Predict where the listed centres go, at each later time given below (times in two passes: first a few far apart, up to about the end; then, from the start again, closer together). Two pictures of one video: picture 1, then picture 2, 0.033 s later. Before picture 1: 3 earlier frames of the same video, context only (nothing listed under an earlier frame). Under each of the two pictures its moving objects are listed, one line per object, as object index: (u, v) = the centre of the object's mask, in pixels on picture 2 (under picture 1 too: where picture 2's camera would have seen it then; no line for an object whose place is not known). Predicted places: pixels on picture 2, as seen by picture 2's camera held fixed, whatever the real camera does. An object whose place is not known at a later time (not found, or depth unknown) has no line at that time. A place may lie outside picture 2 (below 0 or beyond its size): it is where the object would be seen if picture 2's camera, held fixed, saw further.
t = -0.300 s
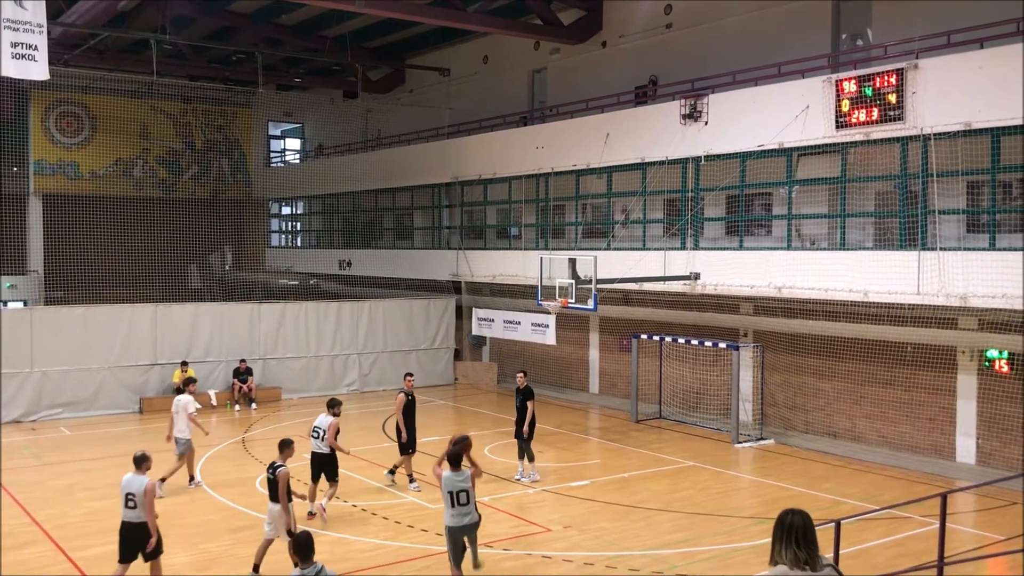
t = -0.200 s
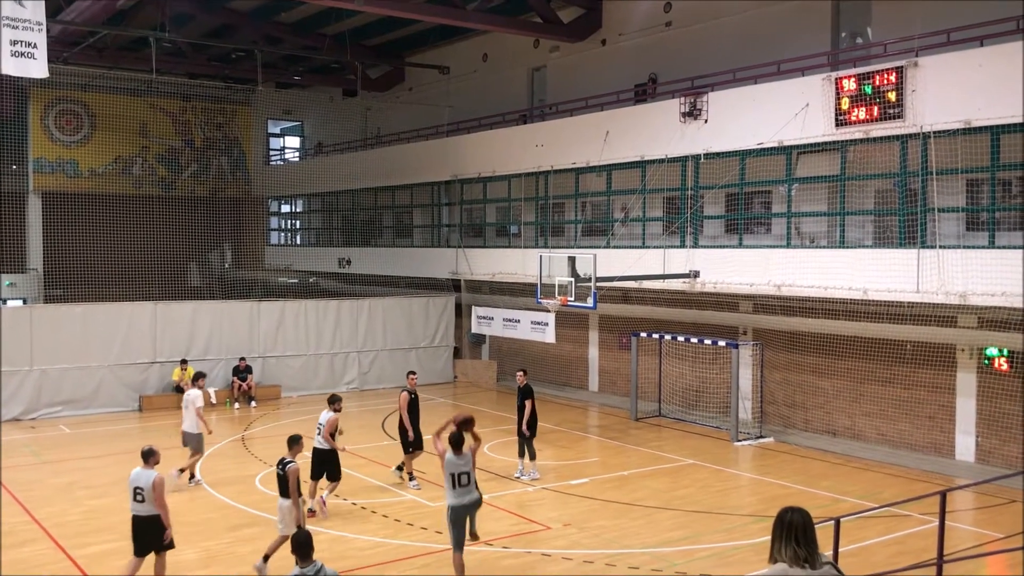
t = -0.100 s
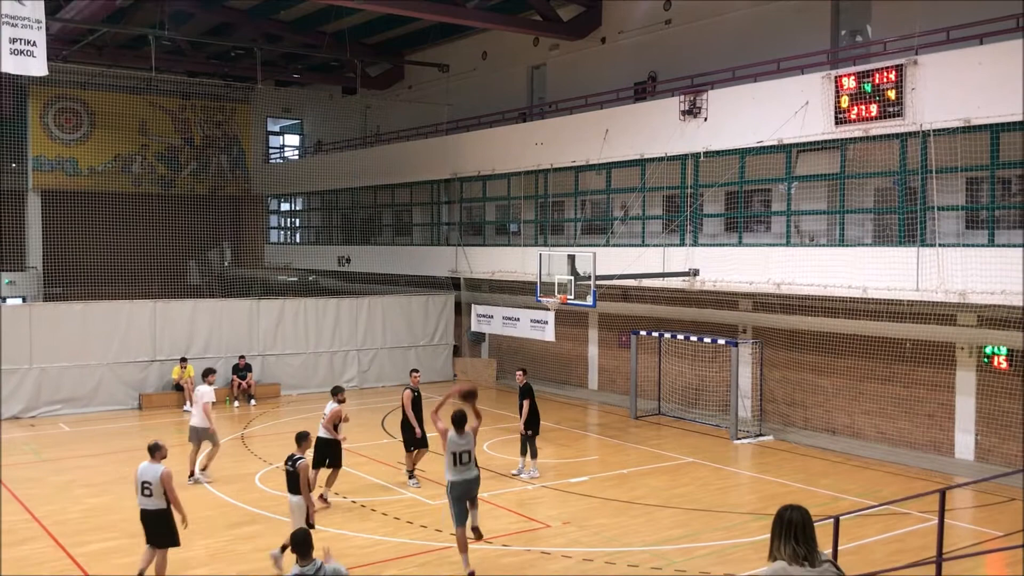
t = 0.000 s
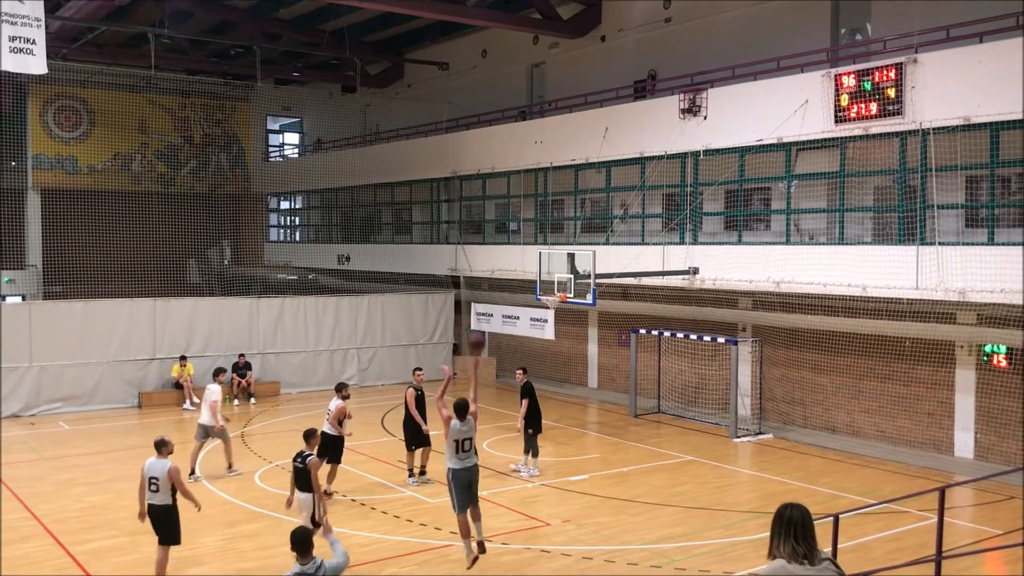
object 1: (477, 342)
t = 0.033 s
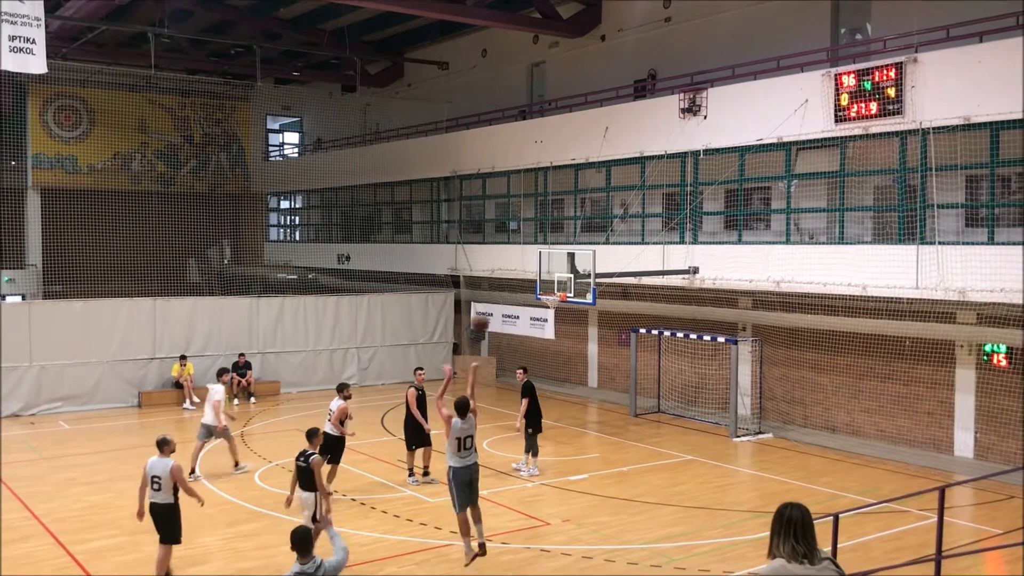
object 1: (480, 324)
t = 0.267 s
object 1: (499, 236)
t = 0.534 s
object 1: (515, 199)
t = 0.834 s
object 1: (531, 212)
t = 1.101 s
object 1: (542, 260)
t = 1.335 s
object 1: (560, 307)
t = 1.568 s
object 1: (582, 349)
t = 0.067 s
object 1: (483, 309)
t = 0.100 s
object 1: (486, 291)
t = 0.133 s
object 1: (488, 277)
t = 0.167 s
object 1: (491, 266)
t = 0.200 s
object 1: (494, 256)
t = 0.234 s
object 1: (496, 247)
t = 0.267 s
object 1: (499, 236)
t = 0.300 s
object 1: (501, 228)
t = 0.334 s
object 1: (504, 222)
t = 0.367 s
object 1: (505, 216)
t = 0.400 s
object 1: (507, 211)
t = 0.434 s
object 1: (509, 207)
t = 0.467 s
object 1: (511, 203)
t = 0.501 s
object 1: (513, 201)
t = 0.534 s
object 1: (515, 199)
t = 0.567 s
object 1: (517, 198)
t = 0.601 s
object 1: (519, 198)
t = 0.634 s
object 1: (521, 198)
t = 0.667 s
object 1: (523, 198)
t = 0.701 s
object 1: (525, 200)
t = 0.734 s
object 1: (526, 202)
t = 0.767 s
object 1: (527, 205)
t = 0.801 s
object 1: (529, 208)
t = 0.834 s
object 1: (531, 212)
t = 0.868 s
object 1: (532, 216)
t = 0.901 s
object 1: (534, 221)
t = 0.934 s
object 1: (535, 226)
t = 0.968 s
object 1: (537, 232)
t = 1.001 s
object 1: (538, 238)
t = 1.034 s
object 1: (540, 245)
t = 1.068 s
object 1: (541, 252)
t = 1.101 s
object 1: (542, 260)
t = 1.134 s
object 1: (543, 267)
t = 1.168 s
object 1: (544, 275)
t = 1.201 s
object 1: (545, 284)
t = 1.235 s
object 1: (547, 287)
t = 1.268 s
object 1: (549, 295)
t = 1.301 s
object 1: (556, 301)
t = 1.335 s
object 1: (560, 307)
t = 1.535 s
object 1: (578, 343)
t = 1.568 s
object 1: (582, 349)
